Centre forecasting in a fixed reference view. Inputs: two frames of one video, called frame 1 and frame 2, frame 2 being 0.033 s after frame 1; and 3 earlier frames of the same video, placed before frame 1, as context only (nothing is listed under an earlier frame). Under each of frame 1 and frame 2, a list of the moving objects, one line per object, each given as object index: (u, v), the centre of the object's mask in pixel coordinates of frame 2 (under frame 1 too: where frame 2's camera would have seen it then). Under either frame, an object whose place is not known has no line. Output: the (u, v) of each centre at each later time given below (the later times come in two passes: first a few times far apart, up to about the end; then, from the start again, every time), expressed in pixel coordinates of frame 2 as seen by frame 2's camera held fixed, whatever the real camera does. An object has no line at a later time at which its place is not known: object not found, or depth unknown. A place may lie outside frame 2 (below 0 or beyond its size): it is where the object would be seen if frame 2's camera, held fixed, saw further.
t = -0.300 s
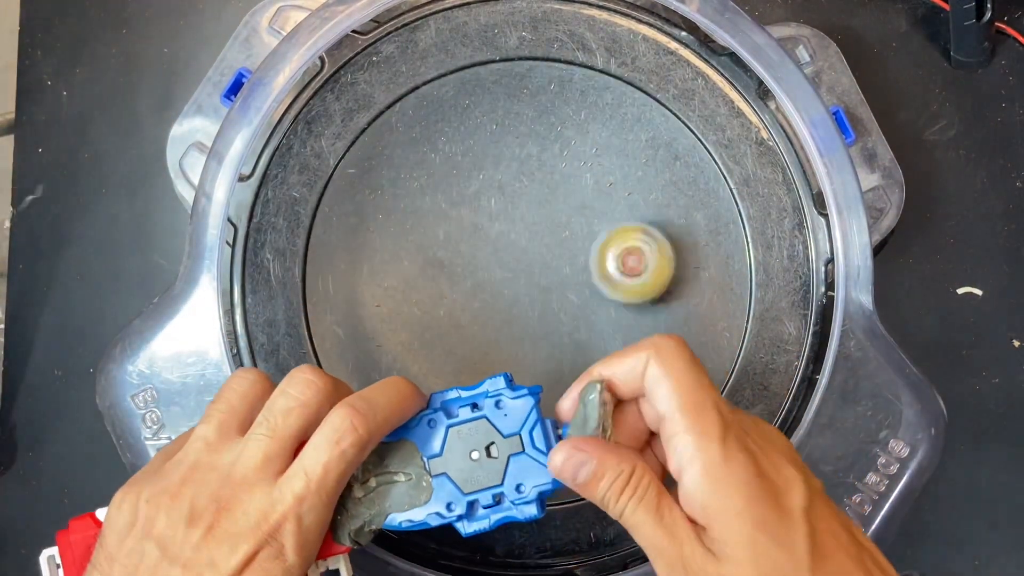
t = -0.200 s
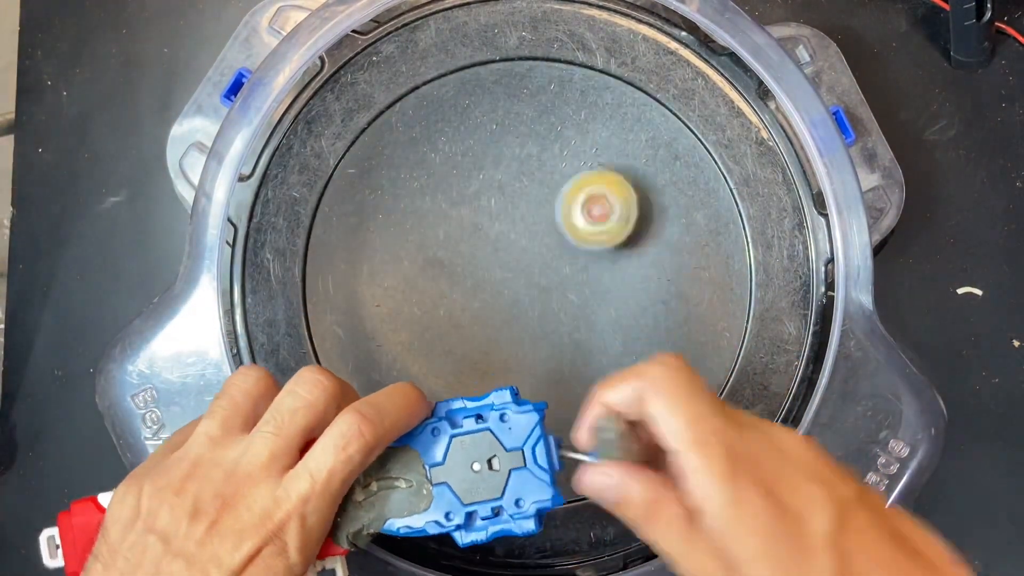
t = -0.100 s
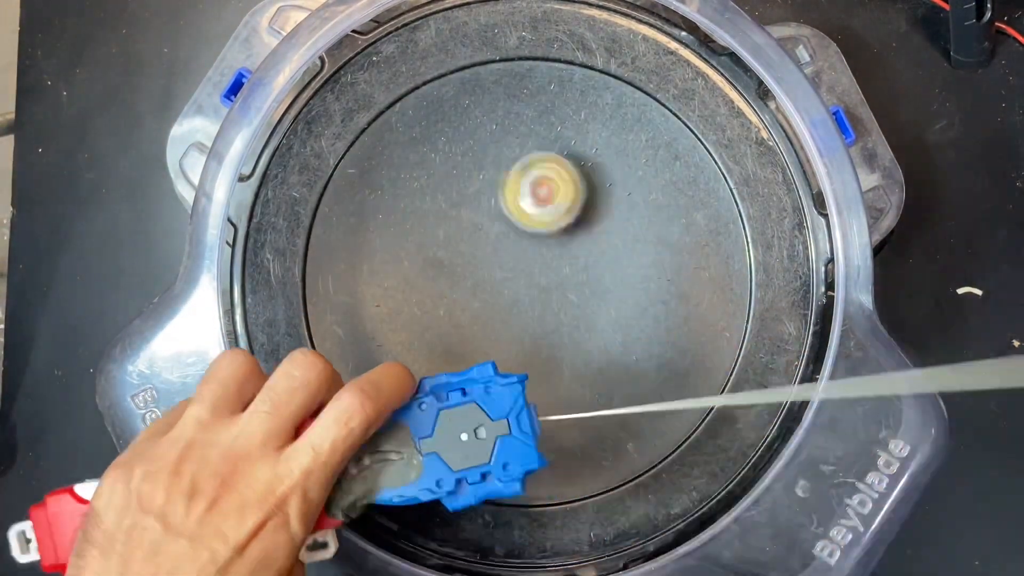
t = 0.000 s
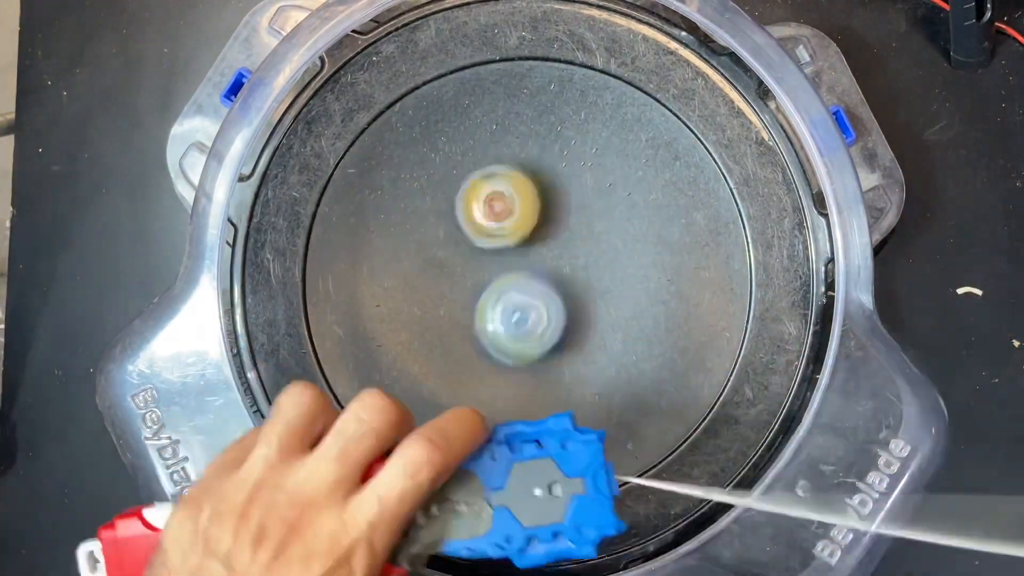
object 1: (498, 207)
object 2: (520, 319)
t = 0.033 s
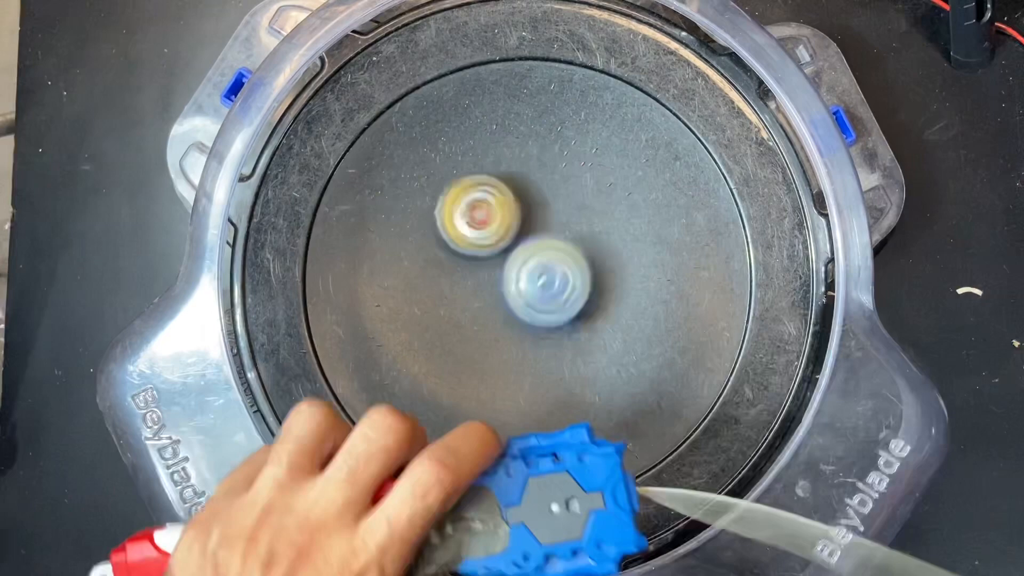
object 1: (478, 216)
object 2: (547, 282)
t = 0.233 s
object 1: (432, 301)
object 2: (634, 85)
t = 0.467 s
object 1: (528, 345)
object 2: (474, 67)
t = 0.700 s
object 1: (561, 231)
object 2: (397, 304)
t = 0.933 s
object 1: (483, 166)
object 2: (593, 411)
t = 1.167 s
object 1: (452, 247)
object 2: (717, 222)
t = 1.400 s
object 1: (559, 285)
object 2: (572, 109)
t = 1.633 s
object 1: (608, 194)
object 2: (441, 263)
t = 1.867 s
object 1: (519, 188)
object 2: (581, 356)
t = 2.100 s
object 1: (492, 289)
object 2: (552, 209)
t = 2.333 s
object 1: (554, 328)
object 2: (462, 286)
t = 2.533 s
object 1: (621, 272)
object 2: (467, 327)
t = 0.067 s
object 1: (465, 227)
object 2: (573, 242)
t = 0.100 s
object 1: (449, 238)
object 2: (594, 206)
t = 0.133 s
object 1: (444, 253)
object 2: (612, 169)
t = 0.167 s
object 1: (434, 269)
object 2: (625, 138)
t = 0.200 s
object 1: (434, 288)
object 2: (632, 110)
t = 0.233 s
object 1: (432, 301)
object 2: (634, 85)
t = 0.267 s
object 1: (440, 320)
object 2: (622, 71)
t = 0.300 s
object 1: (448, 331)
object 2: (610, 61)
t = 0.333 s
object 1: (461, 345)
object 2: (590, 52)
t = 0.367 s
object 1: (474, 350)
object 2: (565, 46)
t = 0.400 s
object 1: (494, 354)
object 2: (535, 47)
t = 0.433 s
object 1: (508, 351)
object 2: (504, 51)
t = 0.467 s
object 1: (528, 345)
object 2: (474, 67)
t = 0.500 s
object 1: (541, 334)
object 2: (444, 90)
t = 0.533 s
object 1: (555, 322)
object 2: (416, 116)
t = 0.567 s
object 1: (561, 304)
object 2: (396, 150)
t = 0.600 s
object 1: (569, 286)
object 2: (383, 189)
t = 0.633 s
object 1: (566, 268)
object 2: (380, 227)
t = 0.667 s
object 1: (566, 247)
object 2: (384, 267)
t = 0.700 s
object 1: (561, 231)
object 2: (397, 304)
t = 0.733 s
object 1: (557, 212)
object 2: (414, 338)
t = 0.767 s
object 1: (550, 202)
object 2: (440, 365)
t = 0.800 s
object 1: (540, 186)
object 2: (467, 391)
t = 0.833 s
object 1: (529, 179)
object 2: (494, 404)
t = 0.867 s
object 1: (512, 169)
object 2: (526, 414)
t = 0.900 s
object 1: (500, 167)
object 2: (559, 416)
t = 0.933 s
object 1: (483, 166)
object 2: (593, 411)
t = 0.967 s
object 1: (472, 168)
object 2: (618, 399)
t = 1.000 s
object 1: (459, 179)
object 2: (638, 380)
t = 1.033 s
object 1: (453, 186)
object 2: (658, 355)
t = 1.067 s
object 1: (448, 201)
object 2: (680, 325)
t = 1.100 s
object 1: (444, 213)
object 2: (697, 290)
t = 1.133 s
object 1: (448, 231)
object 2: (710, 256)
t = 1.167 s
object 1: (452, 247)
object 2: (717, 222)
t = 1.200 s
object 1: (465, 260)
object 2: (717, 188)
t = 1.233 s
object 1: (476, 275)
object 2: (706, 157)
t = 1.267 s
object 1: (493, 281)
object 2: (688, 134)
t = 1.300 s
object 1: (511, 290)
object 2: (665, 116)
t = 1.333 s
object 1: (524, 290)
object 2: (641, 104)
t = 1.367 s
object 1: (545, 287)
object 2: (609, 103)
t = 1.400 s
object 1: (559, 285)
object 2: (572, 109)
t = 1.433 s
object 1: (573, 273)
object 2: (534, 123)
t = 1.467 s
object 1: (587, 265)
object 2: (500, 140)
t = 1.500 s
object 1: (596, 251)
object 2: (473, 160)
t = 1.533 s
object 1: (607, 235)
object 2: (453, 184)
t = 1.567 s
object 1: (610, 225)
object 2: (441, 211)
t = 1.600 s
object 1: (609, 206)
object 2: (437, 237)
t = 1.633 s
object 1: (608, 194)
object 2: (441, 263)
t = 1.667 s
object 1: (599, 185)
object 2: (452, 285)
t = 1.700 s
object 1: (589, 173)
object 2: (468, 307)
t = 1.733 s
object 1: (579, 173)
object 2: (487, 330)
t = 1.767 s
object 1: (562, 172)
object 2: (510, 349)
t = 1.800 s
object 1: (549, 171)
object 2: (535, 361)
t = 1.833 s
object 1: (535, 181)
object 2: (559, 363)
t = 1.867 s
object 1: (519, 188)
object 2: (581, 356)
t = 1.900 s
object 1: (510, 198)
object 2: (597, 339)
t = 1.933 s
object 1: (500, 214)
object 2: (606, 316)
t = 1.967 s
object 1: (491, 226)
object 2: (608, 287)
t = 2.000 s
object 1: (490, 241)
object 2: (601, 260)
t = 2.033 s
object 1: (487, 260)
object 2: (590, 237)
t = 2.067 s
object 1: (486, 273)
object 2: (573, 220)
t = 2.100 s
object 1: (492, 289)
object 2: (552, 209)
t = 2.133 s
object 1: (497, 306)
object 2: (531, 205)
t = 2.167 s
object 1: (503, 315)
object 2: (509, 208)
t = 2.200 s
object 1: (517, 323)
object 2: (489, 216)
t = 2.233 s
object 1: (526, 332)
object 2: (472, 230)
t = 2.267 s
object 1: (535, 331)
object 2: (462, 248)
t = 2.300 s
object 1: (547, 328)
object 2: (458, 267)
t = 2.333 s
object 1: (554, 328)
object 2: (462, 286)
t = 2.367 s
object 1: (561, 319)
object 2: (471, 300)
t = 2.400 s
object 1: (574, 311)
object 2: (474, 307)
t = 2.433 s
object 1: (595, 310)
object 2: (466, 310)
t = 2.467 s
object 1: (605, 304)
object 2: (463, 314)
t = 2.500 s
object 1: (614, 288)
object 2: (464, 318)
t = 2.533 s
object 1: (621, 272)
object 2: (467, 327)
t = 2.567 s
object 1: (627, 258)
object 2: (469, 333)
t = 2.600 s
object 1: (623, 245)
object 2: (465, 333)
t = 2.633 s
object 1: (616, 229)
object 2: (463, 329)
